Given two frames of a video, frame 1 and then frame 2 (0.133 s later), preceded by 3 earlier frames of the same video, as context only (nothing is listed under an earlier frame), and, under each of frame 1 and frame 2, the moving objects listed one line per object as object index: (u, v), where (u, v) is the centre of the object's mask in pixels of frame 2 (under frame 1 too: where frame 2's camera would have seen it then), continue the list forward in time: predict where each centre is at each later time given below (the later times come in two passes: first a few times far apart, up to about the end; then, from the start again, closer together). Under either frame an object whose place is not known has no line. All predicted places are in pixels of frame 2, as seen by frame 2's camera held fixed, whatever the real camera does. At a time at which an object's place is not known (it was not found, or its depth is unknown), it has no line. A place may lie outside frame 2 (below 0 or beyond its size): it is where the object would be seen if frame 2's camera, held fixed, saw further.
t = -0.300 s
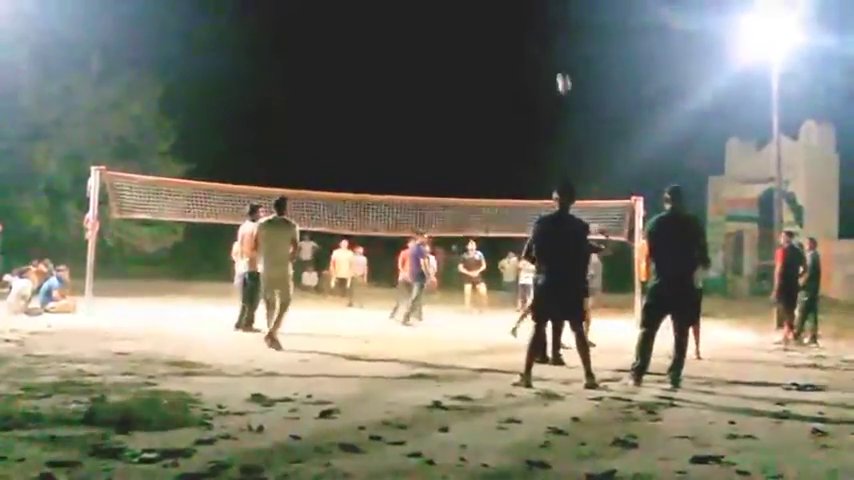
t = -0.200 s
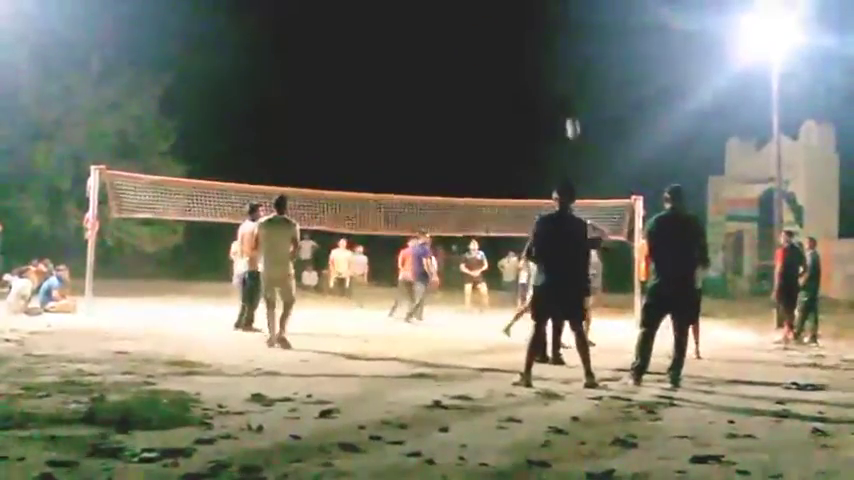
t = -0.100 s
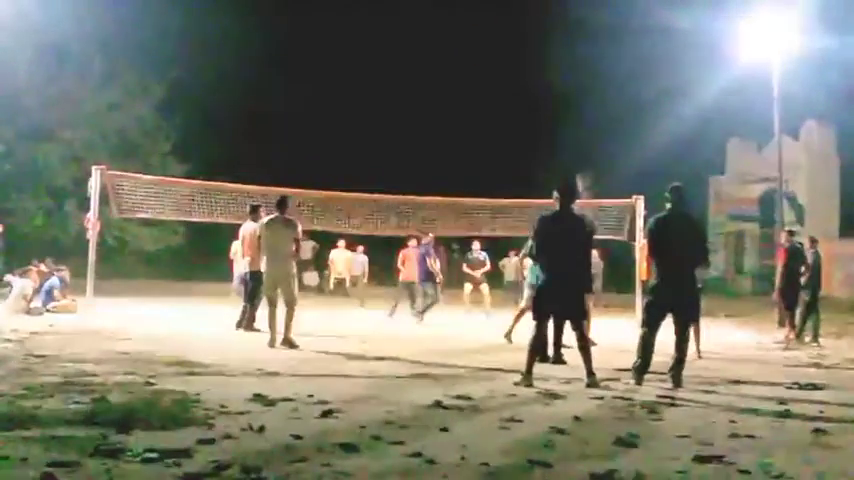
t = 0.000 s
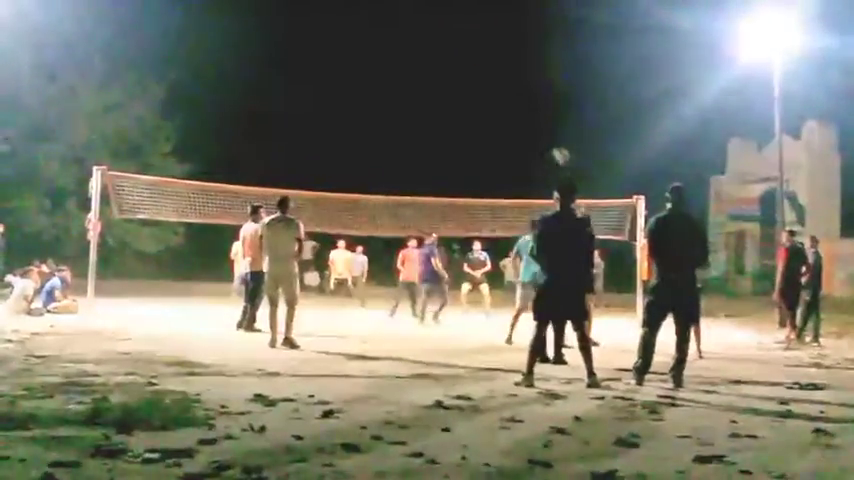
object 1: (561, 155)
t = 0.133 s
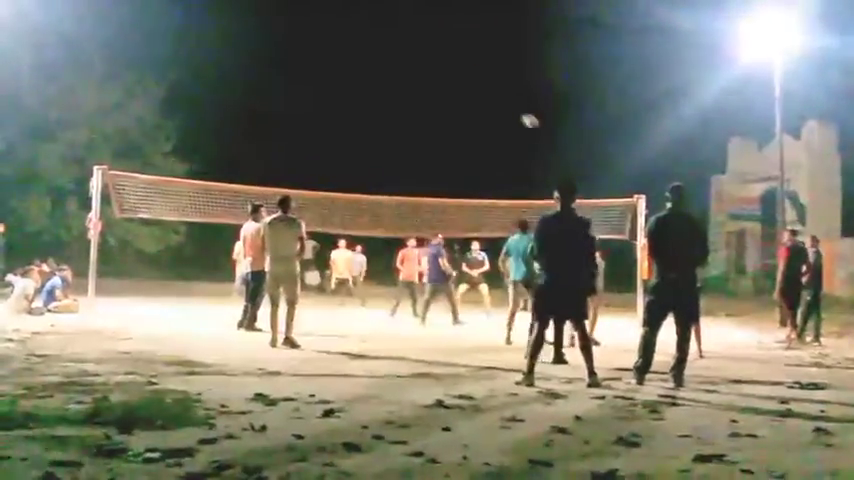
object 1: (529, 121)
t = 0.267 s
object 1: (501, 103)
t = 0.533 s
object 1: (450, 100)
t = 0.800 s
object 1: (413, 128)
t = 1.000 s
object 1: (385, 168)
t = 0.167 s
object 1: (523, 115)
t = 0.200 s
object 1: (515, 110)
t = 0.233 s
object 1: (508, 106)
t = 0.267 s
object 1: (501, 103)
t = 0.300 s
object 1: (493, 100)
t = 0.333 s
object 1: (487, 99)
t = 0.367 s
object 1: (481, 97)
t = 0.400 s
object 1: (474, 95)
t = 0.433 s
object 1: (469, 96)
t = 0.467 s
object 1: (463, 97)
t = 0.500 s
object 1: (456, 99)
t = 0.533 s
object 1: (450, 100)
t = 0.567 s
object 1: (445, 103)
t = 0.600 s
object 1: (439, 106)
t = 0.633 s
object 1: (434, 110)
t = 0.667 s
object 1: (428, 114)
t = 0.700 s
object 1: (423, 118)
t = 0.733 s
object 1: (418, 123)
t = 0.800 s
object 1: (413, 128)
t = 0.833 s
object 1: (409, 135)
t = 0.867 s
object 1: (403, 141)
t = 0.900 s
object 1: (399, 147)
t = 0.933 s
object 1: (394, 153)
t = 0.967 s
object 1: (390, 161)
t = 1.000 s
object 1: (385, 168)
